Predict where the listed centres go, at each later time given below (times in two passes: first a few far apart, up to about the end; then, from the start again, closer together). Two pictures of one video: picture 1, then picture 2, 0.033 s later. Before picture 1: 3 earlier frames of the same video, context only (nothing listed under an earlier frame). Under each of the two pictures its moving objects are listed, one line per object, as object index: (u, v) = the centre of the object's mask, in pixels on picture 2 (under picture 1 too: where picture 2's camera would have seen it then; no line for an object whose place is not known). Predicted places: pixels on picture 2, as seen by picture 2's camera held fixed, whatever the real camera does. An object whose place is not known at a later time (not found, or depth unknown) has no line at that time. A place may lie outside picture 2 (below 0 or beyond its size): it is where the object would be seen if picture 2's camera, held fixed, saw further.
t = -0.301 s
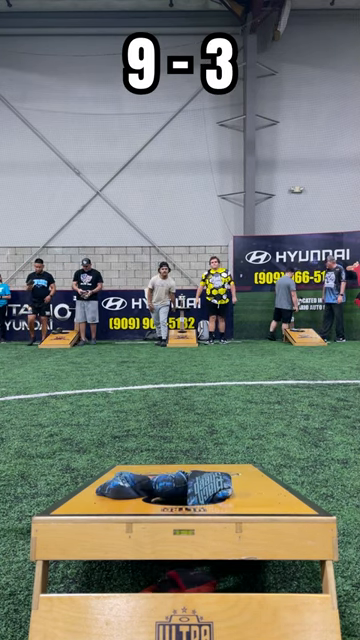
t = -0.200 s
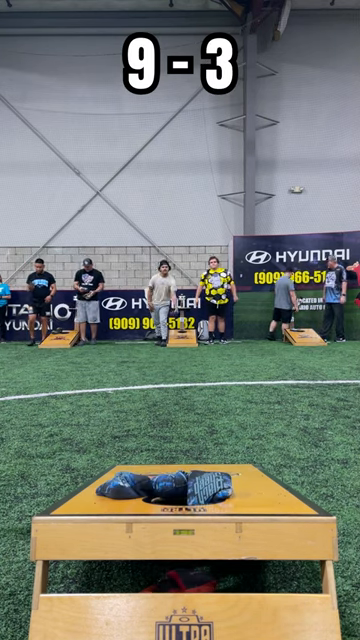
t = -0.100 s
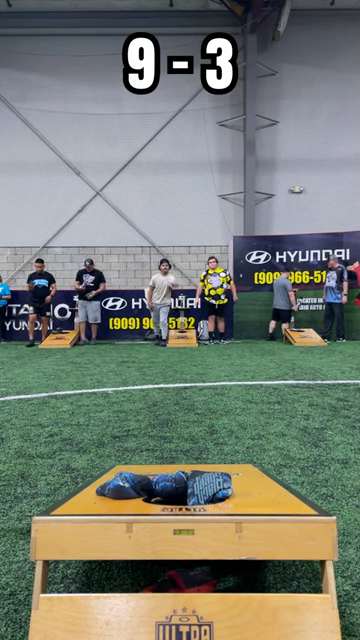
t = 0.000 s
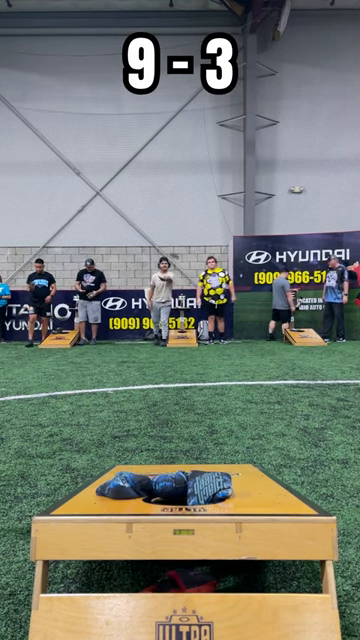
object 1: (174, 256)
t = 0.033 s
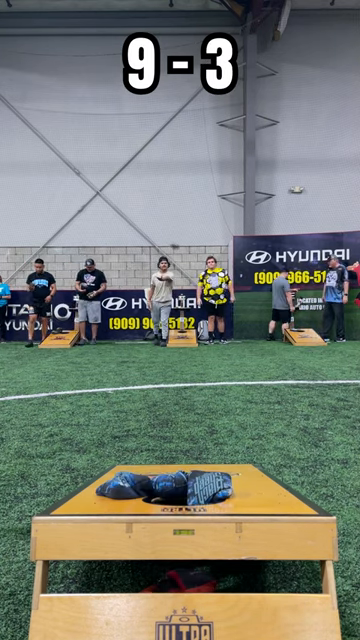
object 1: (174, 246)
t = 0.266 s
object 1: (174, 188)
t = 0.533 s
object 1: (176, 150)
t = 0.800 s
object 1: (181, 178)
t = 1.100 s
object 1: (202, 466)
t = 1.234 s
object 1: (196, 466)
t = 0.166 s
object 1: (174, 211)
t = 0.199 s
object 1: (174, 203)
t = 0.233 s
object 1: (174, 196)
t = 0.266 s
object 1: (174, 188)
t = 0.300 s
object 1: (175, 181)
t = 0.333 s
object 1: (175, 175)
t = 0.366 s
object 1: (175, 169)
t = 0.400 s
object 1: (176, 165)
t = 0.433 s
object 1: (176, 160)
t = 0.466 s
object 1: (176, 156)
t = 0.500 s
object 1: (176, 153)
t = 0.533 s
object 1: (176, 150)
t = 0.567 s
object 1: (176, 149)
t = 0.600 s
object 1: (177, 149)
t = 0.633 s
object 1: (177, 150)
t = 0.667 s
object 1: (177, 152)
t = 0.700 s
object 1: (178, 156)
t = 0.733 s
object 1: (179, 161)
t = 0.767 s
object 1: (180, 169)
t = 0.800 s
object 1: (181, 178)
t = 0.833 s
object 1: (182, 191)
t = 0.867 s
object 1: (183, 206)
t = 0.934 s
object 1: (183, 249)
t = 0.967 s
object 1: (183, 278)
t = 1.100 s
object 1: (202, 466)
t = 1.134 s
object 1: (200, 463)
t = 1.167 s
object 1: (199, 463)
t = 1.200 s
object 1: (198, 464)
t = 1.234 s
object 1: (196, 466)
